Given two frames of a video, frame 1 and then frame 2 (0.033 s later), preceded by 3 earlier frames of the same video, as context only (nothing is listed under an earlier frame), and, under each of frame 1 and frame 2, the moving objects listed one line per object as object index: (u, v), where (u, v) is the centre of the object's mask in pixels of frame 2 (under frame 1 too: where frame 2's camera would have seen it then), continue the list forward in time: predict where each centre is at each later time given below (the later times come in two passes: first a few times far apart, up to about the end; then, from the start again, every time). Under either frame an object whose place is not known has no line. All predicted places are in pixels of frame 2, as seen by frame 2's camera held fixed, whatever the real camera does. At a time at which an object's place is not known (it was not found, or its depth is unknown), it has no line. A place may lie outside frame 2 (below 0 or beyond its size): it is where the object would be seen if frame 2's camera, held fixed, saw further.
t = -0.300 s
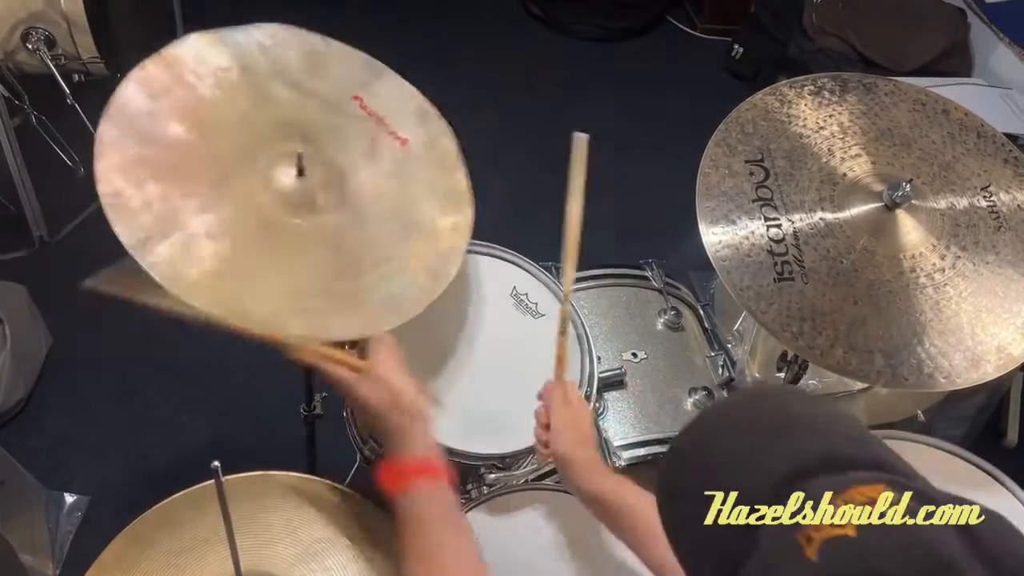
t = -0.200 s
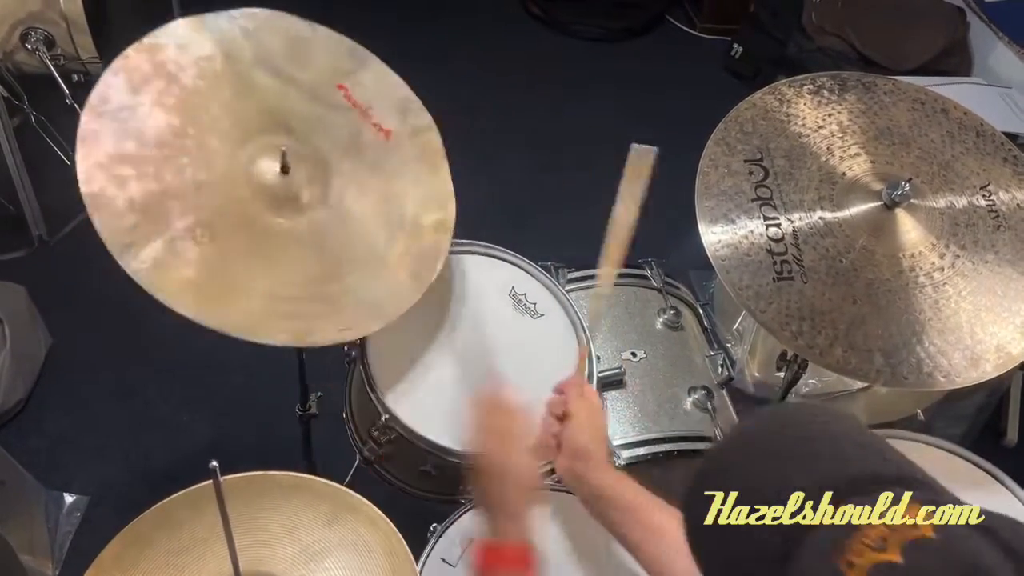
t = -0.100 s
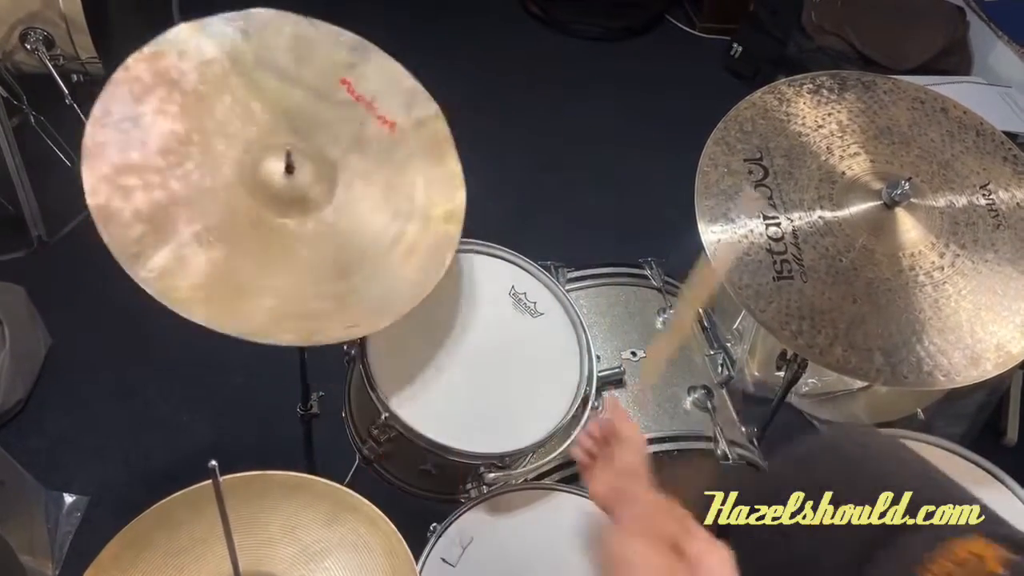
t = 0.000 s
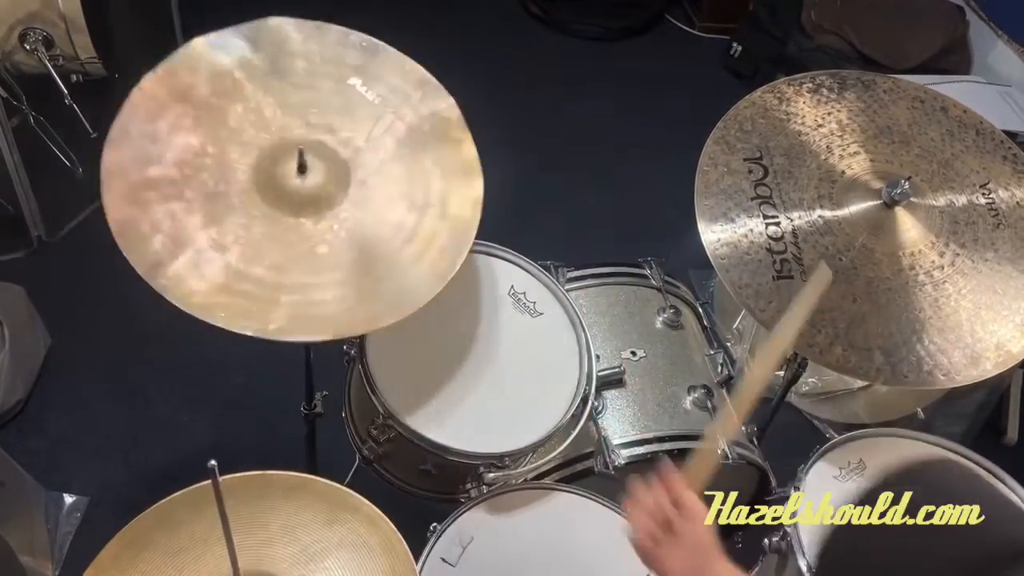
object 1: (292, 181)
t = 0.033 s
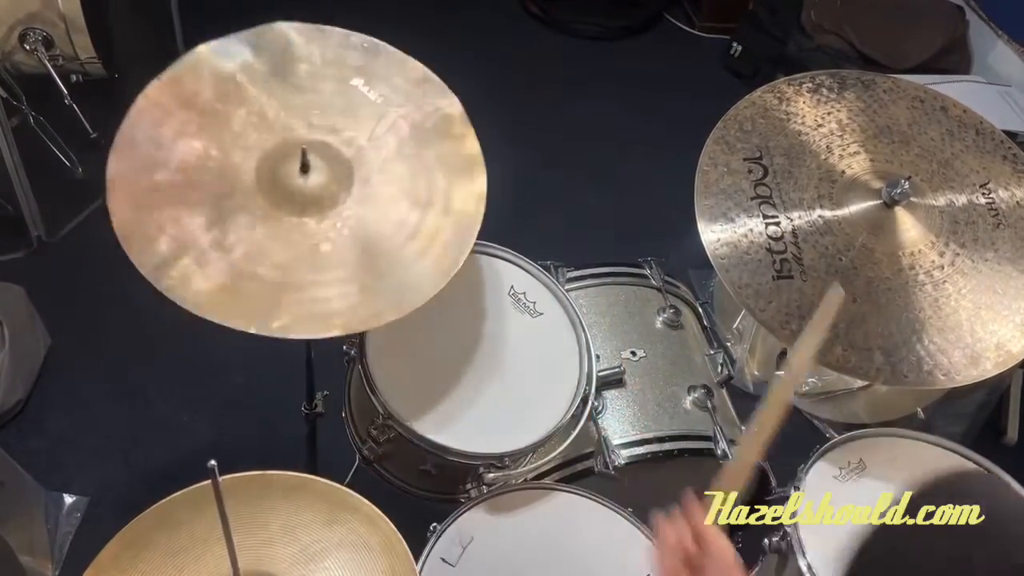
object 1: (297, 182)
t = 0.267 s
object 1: (285, 185)
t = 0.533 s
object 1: (289, 183)
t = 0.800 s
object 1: (282, 186)
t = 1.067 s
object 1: (288, 184)
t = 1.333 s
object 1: (285, 186)
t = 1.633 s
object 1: (285, 185)
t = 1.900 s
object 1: (285, 185)
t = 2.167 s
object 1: (285, 185)
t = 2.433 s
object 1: (285, 185)
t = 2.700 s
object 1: (285, 185)
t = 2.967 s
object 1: (285, 185)
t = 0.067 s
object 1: (300, 182)
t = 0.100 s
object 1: (301, 183)
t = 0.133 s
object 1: (301, 184)
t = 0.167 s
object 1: (299, 184)
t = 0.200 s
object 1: (295, 184)
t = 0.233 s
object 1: (290, 185)
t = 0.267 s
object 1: (285, 185)
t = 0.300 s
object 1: (281, 185)
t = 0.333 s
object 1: (278, 185)
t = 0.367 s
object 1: (277, 185)
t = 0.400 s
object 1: (278, 184)
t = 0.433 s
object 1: (280, 184)
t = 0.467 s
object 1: (284, 183)
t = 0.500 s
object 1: (286, 183)
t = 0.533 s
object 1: (289, 183)
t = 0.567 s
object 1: (291, 182)
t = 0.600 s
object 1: (292, 182)
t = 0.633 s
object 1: (292, 183)
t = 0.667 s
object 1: (291, 183)
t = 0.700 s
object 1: (289, 184)
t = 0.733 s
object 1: (287, 185)
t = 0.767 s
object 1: (284, 185)
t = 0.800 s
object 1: (282, 186)
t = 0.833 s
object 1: (281, 186)
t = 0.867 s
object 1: (282, 186)
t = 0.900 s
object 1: (283, 186)
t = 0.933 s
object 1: (285, 186)
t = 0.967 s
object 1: (287, 186)
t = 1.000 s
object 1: (288, 185)
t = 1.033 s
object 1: (288, 185)
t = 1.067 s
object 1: (288, 184)
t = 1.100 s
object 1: (287, 184)
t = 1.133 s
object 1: (286, 184)
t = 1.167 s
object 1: (286, 184)
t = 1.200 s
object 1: (285, 185)
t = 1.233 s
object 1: (284, 185)
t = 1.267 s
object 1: (284, 185)
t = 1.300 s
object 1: (284, 186)
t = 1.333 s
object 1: (285, 186)
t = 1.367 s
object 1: (285, 186)
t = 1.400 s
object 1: (285, 186)
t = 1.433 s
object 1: (286, 185)
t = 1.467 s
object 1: (286, 185)
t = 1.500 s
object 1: (286, 185)
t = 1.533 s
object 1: (286, 185)
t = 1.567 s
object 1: (286, 185)
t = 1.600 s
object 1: (286, 185)
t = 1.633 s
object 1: (285, 185)
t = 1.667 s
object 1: (285, 185)
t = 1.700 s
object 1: (285, 186)
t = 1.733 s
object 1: (285, 185)
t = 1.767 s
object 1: (285, 185)
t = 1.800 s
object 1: (285, 185)
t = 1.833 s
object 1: (285, 185)
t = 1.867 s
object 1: (285, 185)
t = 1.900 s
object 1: (285, 185)
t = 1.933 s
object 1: (285, 185)
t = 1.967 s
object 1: (285, 185)
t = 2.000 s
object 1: (285, 185)
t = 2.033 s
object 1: (285, 185)
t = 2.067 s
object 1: (285, 185)
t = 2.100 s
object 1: (285, 185)
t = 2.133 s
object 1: (285, 185)
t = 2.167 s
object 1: (285, 185)
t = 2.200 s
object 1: (285, 185)
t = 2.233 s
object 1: (285, 185)
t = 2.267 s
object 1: (285, 185)
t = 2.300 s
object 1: (285, 185)
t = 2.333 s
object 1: (285, 185)
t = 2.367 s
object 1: (285, 185)
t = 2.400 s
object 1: (285, 185)
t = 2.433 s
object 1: (285, 185)
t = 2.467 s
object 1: (285, 185)
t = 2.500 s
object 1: (285, 185)
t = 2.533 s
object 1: (285, 185)
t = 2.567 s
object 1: (285, 185)
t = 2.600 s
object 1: (285, 185)
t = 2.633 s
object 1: (285, 185)
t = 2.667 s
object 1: (285, 185)
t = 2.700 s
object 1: (285, 185)
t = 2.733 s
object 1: (285, 185)
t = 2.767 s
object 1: (285, 185)
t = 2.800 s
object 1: (285, 185)
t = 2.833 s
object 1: (285, 185)
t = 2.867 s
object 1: (285, 185)
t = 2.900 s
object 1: (285, 185)
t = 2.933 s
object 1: (285, 185)
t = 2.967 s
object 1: (285, 185)
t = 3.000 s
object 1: (285, 185)
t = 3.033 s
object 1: (285, 185)
